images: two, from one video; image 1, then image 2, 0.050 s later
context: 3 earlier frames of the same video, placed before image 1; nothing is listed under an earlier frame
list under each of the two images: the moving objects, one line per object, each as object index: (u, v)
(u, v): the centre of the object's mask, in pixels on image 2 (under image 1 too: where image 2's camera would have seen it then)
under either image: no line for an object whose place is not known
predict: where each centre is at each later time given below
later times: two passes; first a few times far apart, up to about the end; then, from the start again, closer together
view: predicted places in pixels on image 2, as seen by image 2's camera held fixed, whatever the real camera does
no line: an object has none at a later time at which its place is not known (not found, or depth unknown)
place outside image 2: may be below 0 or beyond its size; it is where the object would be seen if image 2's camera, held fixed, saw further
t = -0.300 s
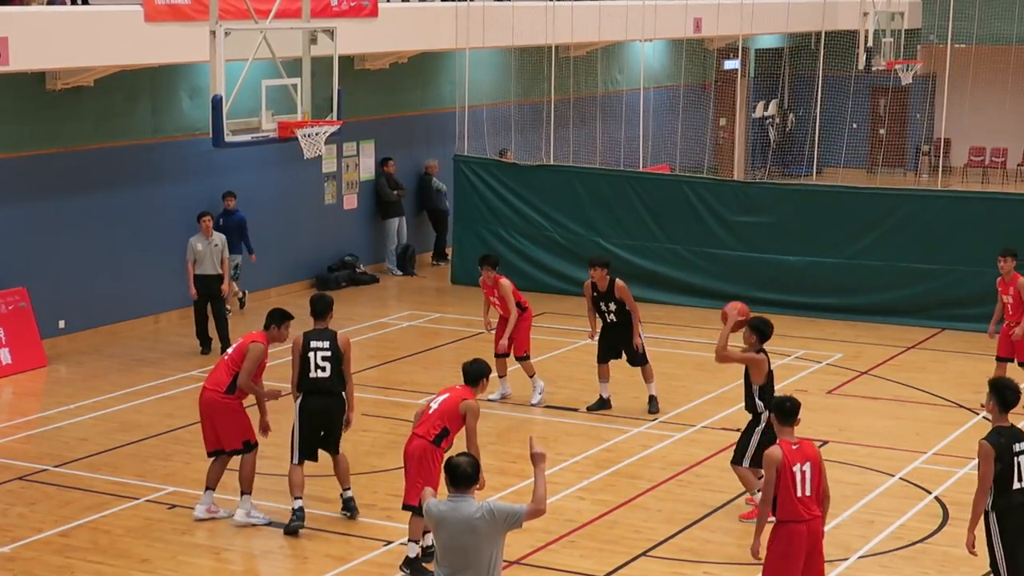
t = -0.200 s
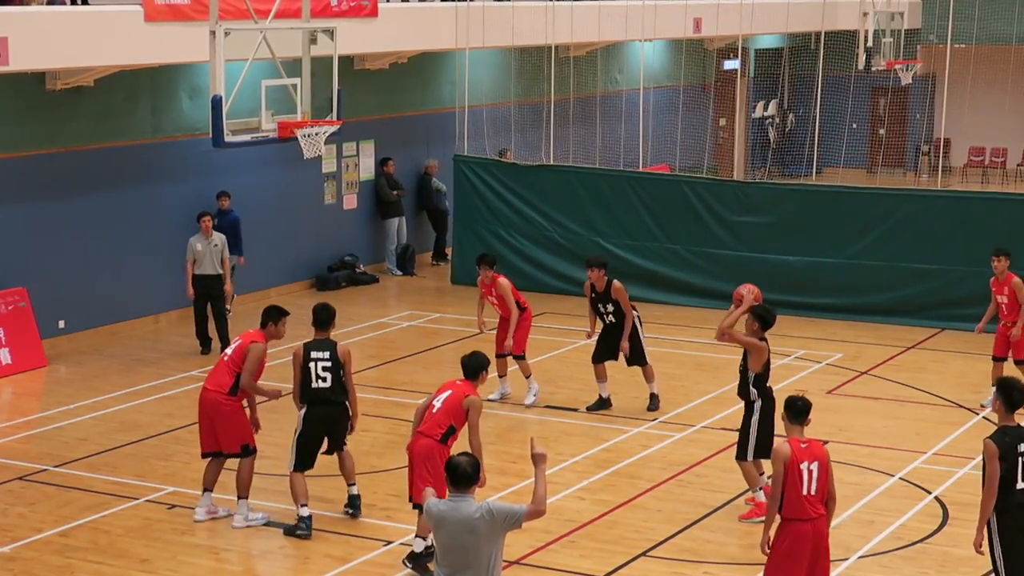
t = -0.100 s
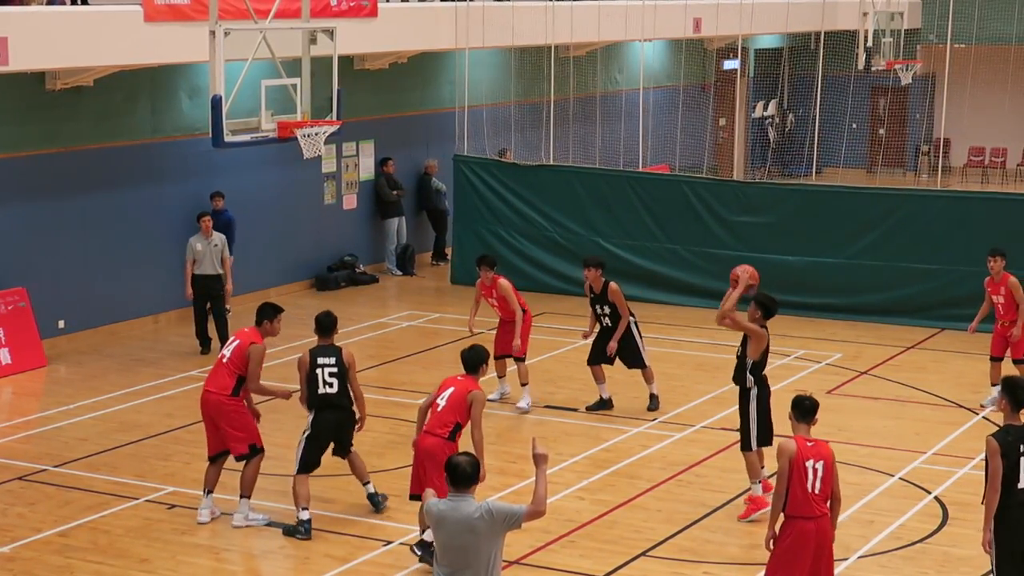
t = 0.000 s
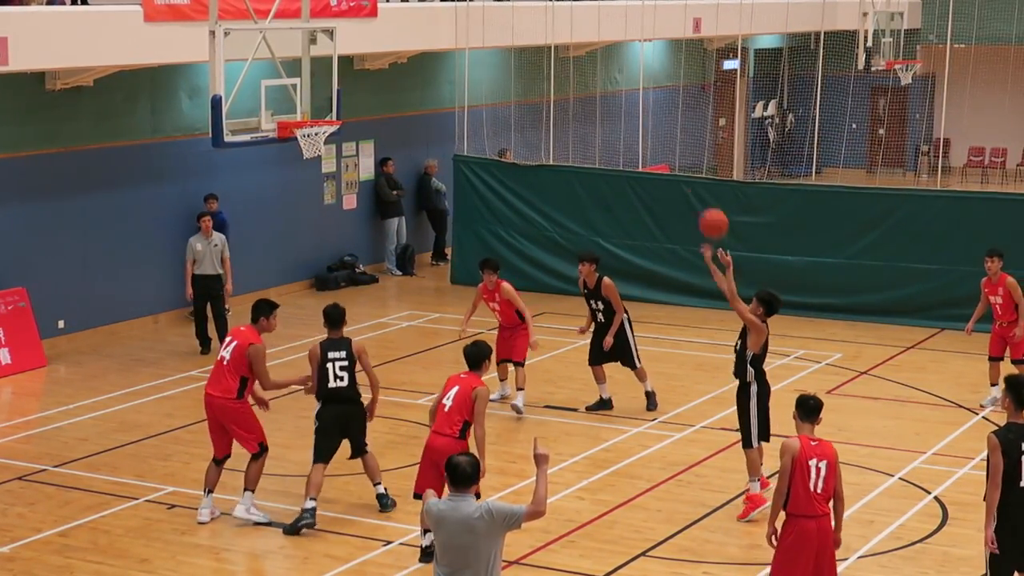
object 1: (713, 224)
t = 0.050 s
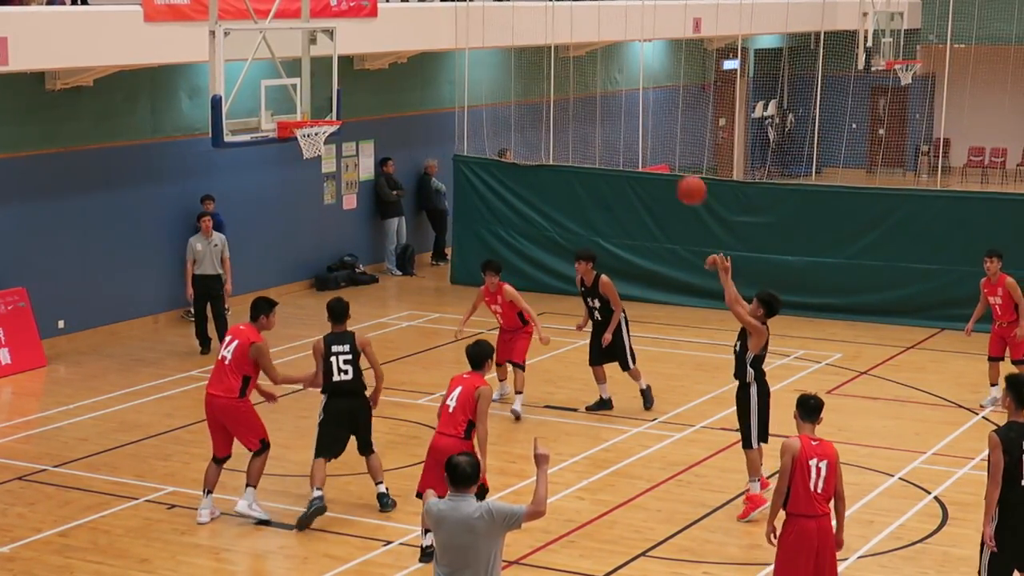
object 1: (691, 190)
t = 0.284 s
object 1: (593, 76)
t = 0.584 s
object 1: (475, 26)
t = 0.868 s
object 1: (375, 69)
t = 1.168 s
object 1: (306, 79)
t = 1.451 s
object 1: (338, 83)
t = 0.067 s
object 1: (684, 181)
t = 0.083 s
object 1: (678, 170)
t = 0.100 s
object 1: (670, 160)
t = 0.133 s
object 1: (655, 141)
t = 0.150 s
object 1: (649, 133)
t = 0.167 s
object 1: (641, 125)
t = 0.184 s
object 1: (635, 116)
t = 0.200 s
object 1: (627, 109)
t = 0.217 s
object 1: (621, 101)
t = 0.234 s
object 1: (614, 95)
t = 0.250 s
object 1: (607, 88)
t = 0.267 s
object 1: (600, 82)
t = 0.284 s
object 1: (593, 76)
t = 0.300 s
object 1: (587, 70)
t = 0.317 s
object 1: (579, 65)
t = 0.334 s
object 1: (573, 61)
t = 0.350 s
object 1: (567, 57)
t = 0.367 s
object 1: (560, 52)
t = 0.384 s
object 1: (553, 48)
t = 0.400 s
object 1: (546, 44)
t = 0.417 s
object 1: (540, 41)
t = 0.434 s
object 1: (533, 38)
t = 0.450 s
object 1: (526, 35)
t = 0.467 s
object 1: (520, 33)
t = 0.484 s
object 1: (513, 31)
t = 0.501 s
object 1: (507, 29)
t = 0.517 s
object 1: (501, 28)
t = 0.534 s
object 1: (494, 27)
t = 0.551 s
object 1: (488, 26)
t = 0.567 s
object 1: (481, 26)
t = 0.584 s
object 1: (475, 26)
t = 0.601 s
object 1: (469, 26)
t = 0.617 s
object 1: (463, 26)
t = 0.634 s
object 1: (457, 27)
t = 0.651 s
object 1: (451, 28)
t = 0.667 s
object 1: (444, 29)
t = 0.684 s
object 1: (439, 31)
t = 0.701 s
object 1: (432, 33)
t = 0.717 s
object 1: (426, 35)
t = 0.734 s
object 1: (421, 38)
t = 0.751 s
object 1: (415, 41)
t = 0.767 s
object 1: (409, 44)
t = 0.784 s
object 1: (403, 47)
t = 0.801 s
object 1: (397, 51)
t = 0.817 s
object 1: (392, 55)
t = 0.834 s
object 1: (385, 59)
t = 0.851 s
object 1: (381, 64)
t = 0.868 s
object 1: (375, 69)
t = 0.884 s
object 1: (369, 74)
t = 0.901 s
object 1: (363, 79)
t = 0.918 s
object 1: (358, 84)
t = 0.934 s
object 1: (352, 90)
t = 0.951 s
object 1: (347, 96)
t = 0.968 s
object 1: (342, 102)
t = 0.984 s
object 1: (337, 109)
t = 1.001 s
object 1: (334, 107)
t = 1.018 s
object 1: (331, 102)
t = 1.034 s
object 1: (328, 99)
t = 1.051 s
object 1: (326, 95)
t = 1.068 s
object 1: (323, 92)
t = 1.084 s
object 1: (320, 89)
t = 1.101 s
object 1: (317, 87)
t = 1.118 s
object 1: (314, 84)
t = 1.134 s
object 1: (312, 83)
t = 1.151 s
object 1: (309, 81)
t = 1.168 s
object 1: (306, 79)
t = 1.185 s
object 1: (304, 78)
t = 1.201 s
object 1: (305, 76)
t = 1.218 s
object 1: (307, 75)
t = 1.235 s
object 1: (310, 73)
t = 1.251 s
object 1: (312, 72)
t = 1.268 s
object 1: (313, 71)
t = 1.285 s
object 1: (315, 71)
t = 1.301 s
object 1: (317, 70)
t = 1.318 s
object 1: (320, 71)
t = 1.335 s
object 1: (323, 71)
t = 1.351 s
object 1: (325, 72)
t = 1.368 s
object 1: (328, 73)
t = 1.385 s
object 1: (330, 74)
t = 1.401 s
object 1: (332, 76)
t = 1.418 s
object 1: (334, 78)
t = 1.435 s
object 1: (336, 80)
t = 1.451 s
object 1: (338, 83)
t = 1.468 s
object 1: (341, 86)
